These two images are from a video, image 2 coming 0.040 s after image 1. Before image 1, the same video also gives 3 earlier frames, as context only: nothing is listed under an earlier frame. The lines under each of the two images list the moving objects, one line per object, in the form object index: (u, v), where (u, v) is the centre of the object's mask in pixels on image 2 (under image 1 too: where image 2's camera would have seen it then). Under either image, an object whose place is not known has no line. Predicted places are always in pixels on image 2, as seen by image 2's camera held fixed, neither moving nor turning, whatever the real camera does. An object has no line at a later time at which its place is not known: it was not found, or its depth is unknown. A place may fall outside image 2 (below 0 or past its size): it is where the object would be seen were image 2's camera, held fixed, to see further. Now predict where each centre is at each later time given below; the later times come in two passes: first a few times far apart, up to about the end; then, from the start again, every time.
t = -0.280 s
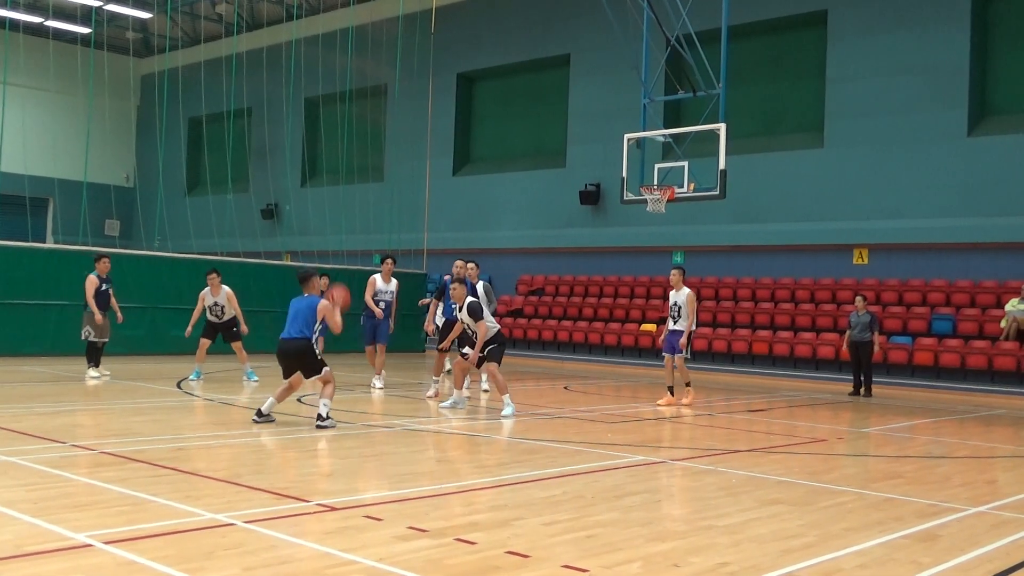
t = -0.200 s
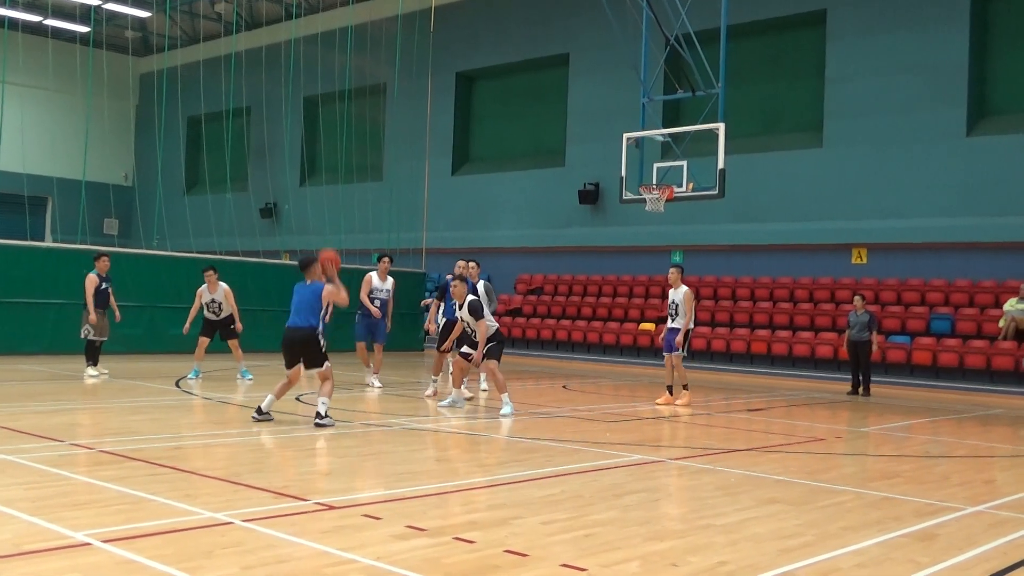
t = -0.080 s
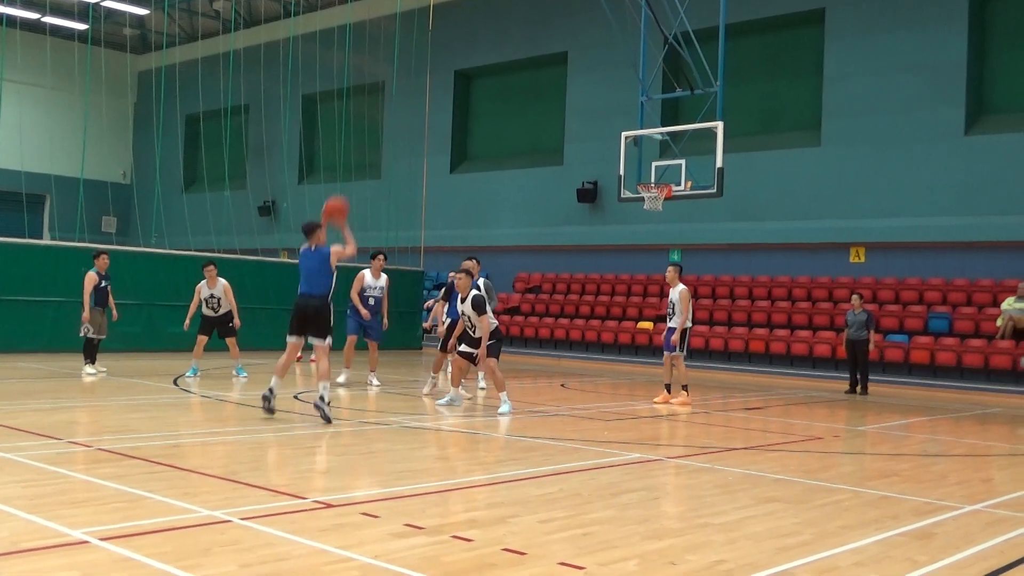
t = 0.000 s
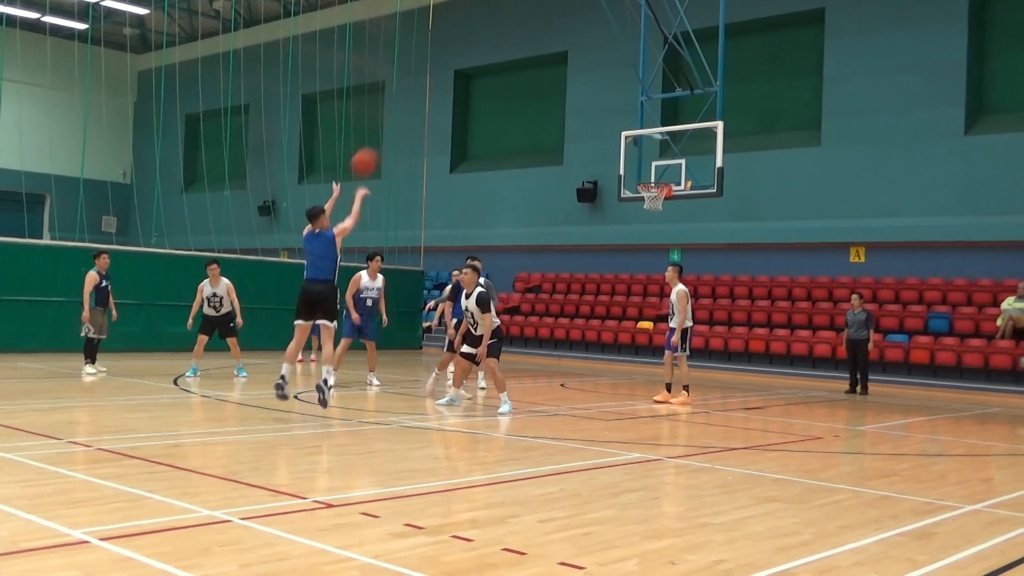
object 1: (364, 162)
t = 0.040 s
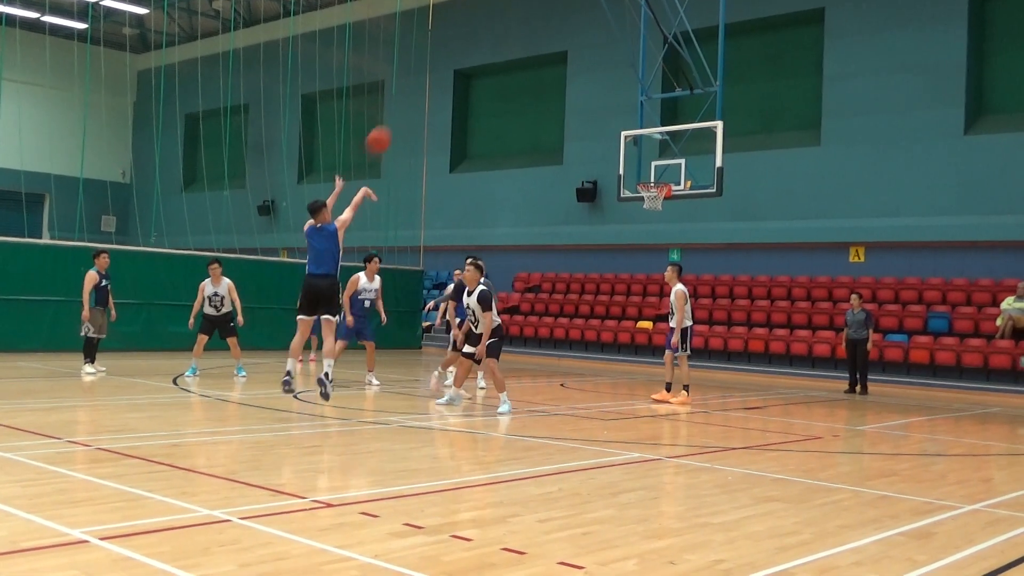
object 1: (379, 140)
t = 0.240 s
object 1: (445, 63)
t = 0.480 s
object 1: (511, 26)
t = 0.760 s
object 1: (572, 42)
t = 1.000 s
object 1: (615, 96)
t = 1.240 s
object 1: (650, 177)
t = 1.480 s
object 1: (652, 201)
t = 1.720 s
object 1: (649, 226)
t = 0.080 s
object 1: (393, 121)
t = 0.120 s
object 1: (407, 104)
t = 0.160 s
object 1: (420, 89)
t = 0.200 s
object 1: (433, 75)
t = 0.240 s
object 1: (445, 63)
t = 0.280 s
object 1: (457, 54)
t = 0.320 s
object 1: (469, 45)
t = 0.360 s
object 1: (480, 38)
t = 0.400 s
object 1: (491, 33)
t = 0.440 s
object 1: (501, 29)
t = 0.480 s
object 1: (511, 26)
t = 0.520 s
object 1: (520, 25)
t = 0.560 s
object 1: (530, 25)
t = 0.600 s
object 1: (539, 26)
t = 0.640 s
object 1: (548, 28)
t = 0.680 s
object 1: (556, 32)
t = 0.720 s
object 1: (564, 37)
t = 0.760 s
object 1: (572, 42)
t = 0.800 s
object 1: (580, 49)
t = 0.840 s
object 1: (587, 57)
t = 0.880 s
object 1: (594, 65)
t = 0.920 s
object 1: (602, 75)
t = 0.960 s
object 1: (608, 85)
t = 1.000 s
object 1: (615, 96)
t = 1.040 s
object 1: (622, 108)
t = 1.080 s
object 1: (628, 120)
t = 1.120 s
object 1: (634, 135)
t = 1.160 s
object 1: (640, 149)
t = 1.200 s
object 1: (644, 162)
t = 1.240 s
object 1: (650, 177)
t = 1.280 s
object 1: (666, 194)
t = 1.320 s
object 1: (654, 199)
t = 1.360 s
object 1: (654, 196)
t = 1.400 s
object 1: (654, 195)
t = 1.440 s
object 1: (651, 199)
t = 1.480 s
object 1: (652, 201)
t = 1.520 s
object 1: (652, 204)
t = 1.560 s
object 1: (650, 208)
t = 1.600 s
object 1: (651, 211)
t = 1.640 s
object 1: (650, 214)
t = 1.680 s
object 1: (649, 219)
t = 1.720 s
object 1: (649, 226)
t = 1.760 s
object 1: (648, 234)
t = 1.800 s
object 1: (647, 244)
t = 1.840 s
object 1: (646, 253)
